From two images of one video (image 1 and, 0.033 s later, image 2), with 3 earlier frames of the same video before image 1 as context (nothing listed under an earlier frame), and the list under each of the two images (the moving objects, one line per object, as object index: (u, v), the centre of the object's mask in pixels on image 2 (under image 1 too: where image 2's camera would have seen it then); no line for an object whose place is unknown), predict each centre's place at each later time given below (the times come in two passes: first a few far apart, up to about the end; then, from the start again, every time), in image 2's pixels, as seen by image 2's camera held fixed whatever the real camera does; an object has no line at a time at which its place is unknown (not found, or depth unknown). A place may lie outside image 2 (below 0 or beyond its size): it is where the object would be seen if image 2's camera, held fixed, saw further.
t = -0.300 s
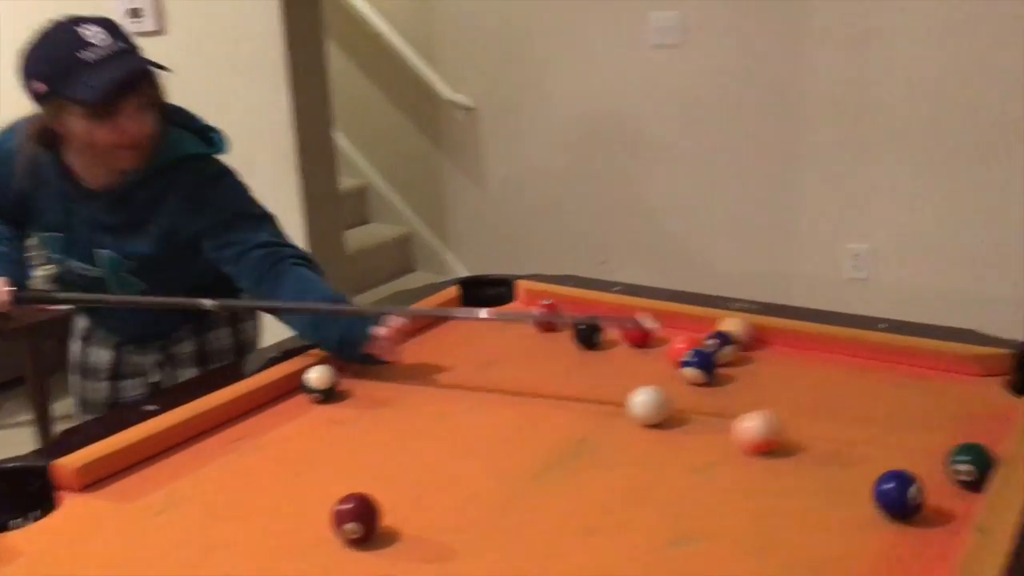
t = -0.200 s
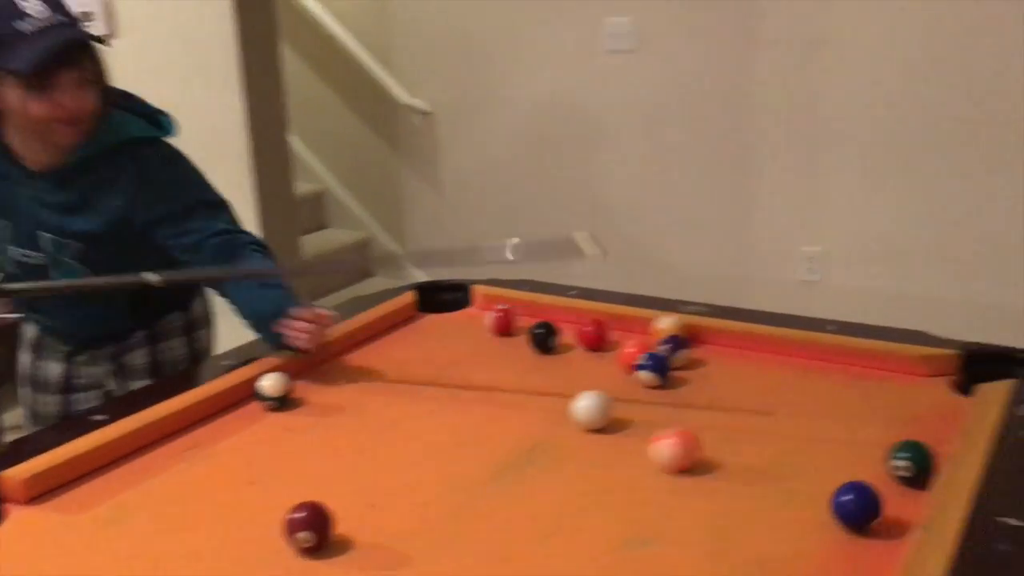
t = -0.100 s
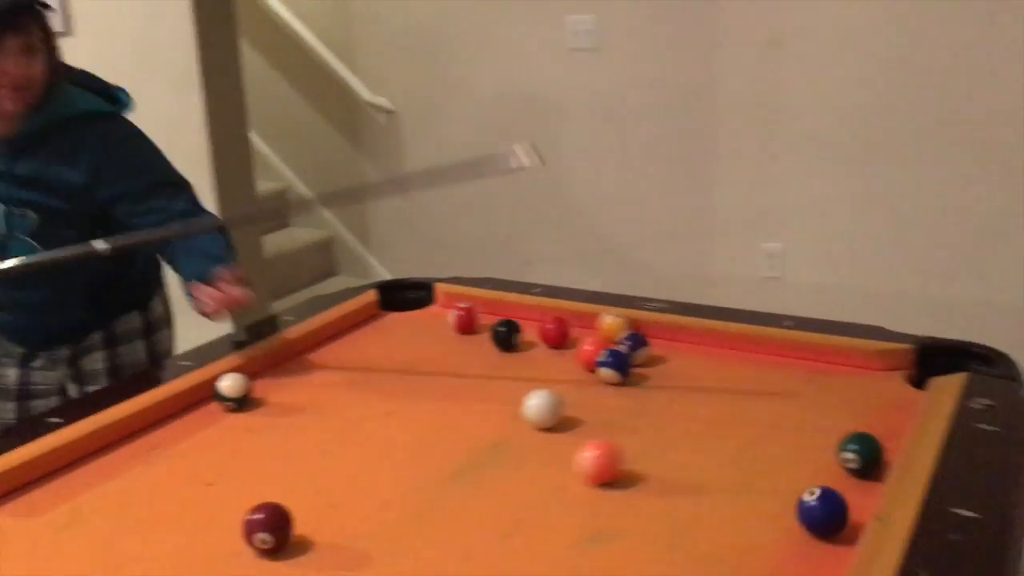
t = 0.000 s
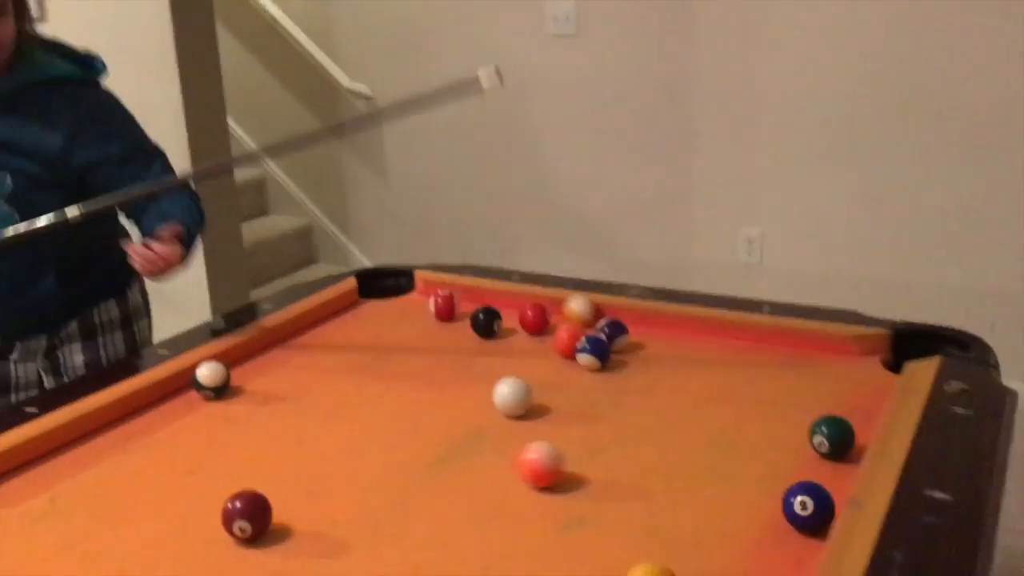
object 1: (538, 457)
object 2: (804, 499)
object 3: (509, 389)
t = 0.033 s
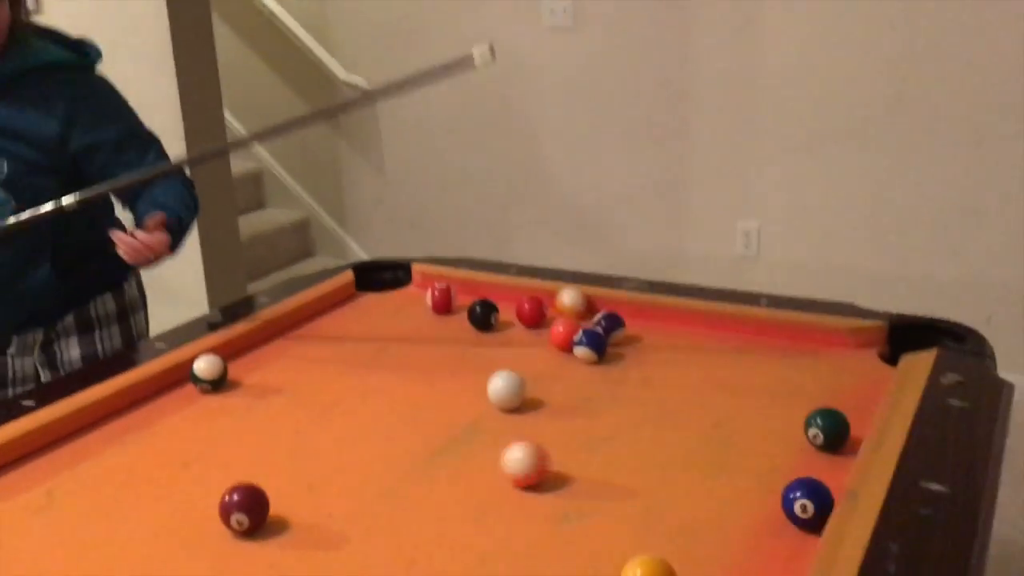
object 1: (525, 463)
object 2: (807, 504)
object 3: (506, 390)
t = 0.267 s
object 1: (429, 511)
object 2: (791, 518)
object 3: (486, 393)
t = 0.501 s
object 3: (469, 397)
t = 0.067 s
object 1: (511, 470)
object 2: (808, 507)
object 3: (503, 390)
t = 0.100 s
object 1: (499, 476)
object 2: (805, 509)
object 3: (500, 390)
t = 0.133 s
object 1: (485, 483)
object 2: (803, 511)
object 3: (497, 391)
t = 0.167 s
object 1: (473, 489)
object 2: (800, 514)
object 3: (494, 392)
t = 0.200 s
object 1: (458, 496)
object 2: (798, 516)
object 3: (492, 392)
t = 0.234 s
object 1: (443, 502)
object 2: (794, 517)
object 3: (489, 393)
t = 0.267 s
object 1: (429, 511)
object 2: (791, 518)
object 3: (486, 393)
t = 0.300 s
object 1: (415, 517)
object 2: (789, 521)
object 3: (483, 394)
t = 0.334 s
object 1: (399, 524)
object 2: (786, 523)
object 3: (481, 394)
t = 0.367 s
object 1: (384, 532)
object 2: (783, 524)
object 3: (478, 395)
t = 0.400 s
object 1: (367, 538)
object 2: (780, 526)
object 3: (476, 395)
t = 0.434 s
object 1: (350, 547)
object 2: (777, 527)
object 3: (473, 396)
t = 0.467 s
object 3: (471, 396)
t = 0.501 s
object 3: (469, 397)
